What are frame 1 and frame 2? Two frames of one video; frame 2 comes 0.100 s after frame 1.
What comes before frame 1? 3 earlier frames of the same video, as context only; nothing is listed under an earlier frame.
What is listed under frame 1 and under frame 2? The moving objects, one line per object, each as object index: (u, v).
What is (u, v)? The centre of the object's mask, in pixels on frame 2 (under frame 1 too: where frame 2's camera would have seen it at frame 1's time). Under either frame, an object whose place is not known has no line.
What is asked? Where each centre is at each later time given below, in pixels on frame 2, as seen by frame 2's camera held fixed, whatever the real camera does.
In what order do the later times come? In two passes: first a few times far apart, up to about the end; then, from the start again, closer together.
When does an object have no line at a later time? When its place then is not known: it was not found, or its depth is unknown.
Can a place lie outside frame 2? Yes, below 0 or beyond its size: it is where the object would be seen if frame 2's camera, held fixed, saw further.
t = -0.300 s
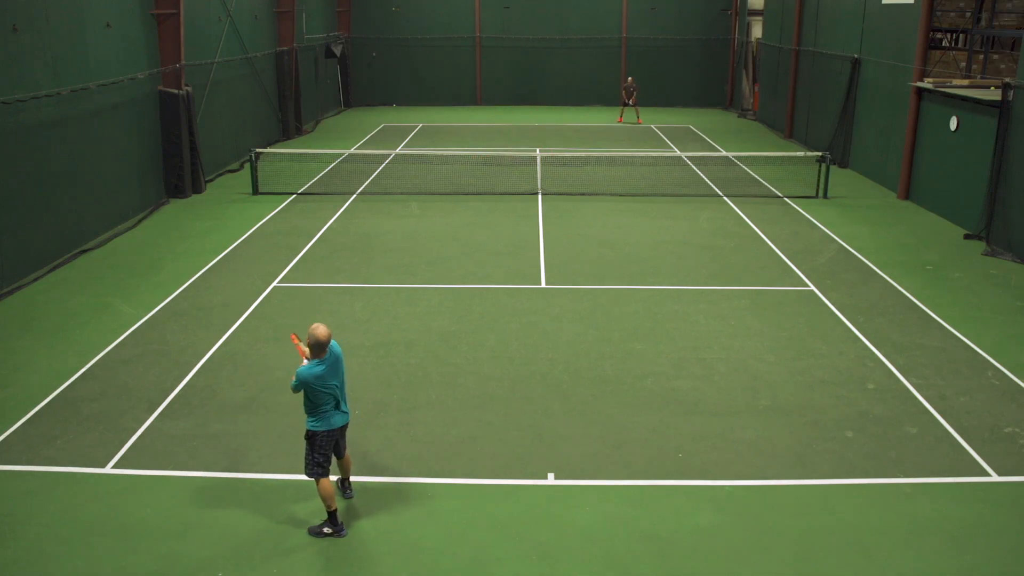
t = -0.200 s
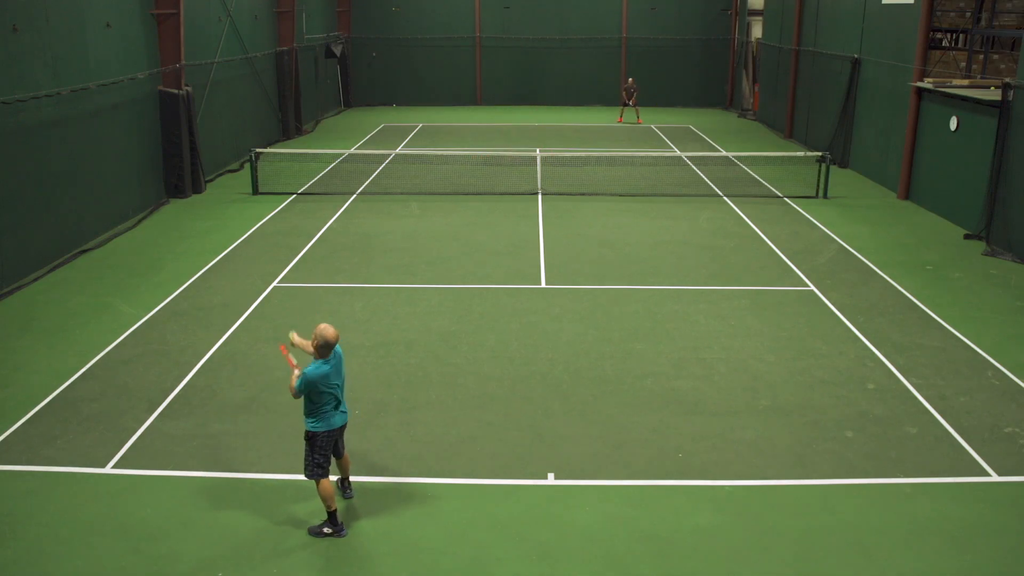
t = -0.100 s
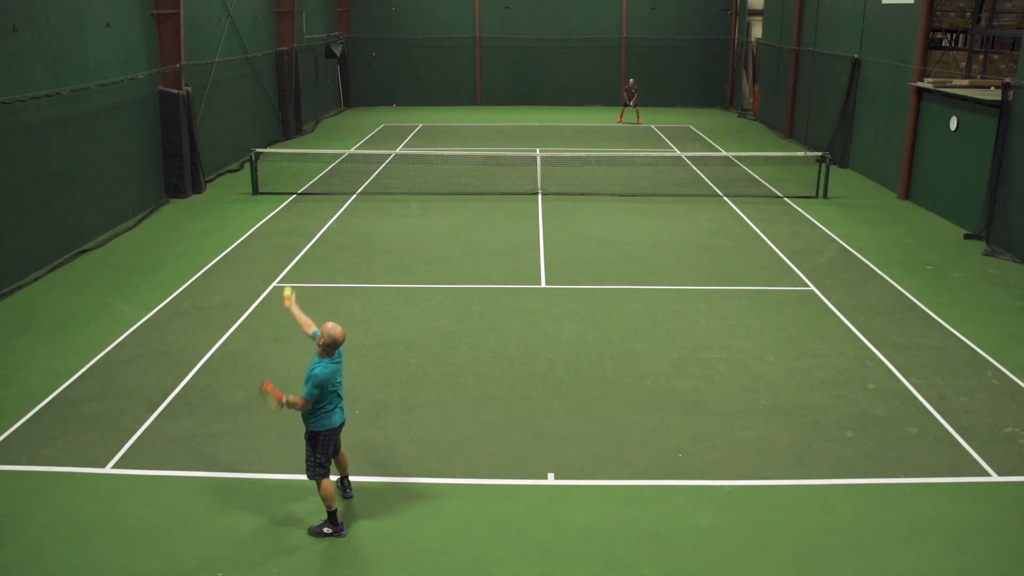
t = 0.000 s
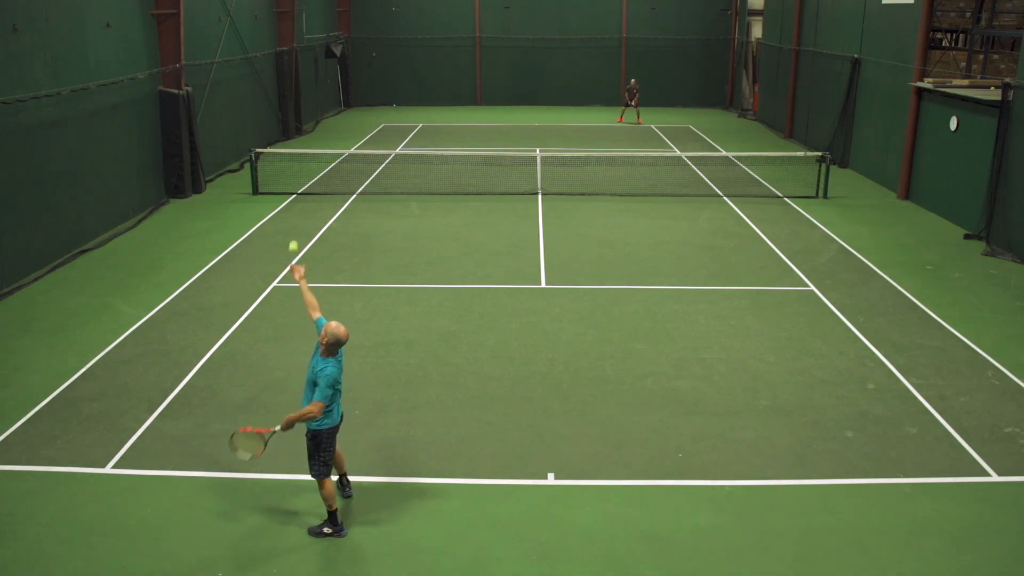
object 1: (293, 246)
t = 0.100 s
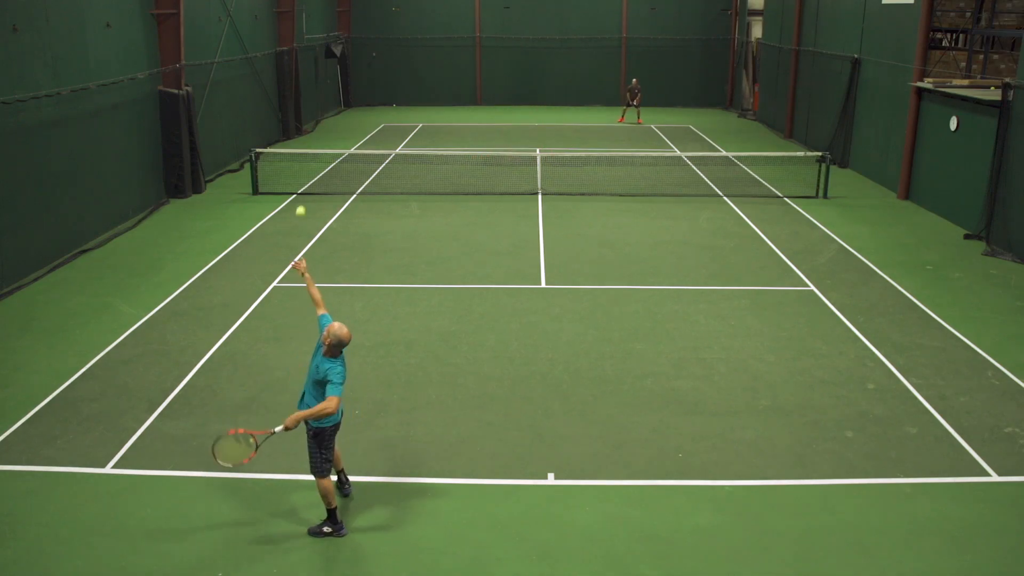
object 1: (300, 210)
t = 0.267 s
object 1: (315, 177)
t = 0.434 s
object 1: (331, 177)
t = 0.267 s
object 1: (315, 177)
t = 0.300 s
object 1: (318, 175)
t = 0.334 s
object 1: (321, 173)
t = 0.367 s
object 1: (324, 173)
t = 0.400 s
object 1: (328, 175)
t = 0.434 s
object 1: (331, 177)
